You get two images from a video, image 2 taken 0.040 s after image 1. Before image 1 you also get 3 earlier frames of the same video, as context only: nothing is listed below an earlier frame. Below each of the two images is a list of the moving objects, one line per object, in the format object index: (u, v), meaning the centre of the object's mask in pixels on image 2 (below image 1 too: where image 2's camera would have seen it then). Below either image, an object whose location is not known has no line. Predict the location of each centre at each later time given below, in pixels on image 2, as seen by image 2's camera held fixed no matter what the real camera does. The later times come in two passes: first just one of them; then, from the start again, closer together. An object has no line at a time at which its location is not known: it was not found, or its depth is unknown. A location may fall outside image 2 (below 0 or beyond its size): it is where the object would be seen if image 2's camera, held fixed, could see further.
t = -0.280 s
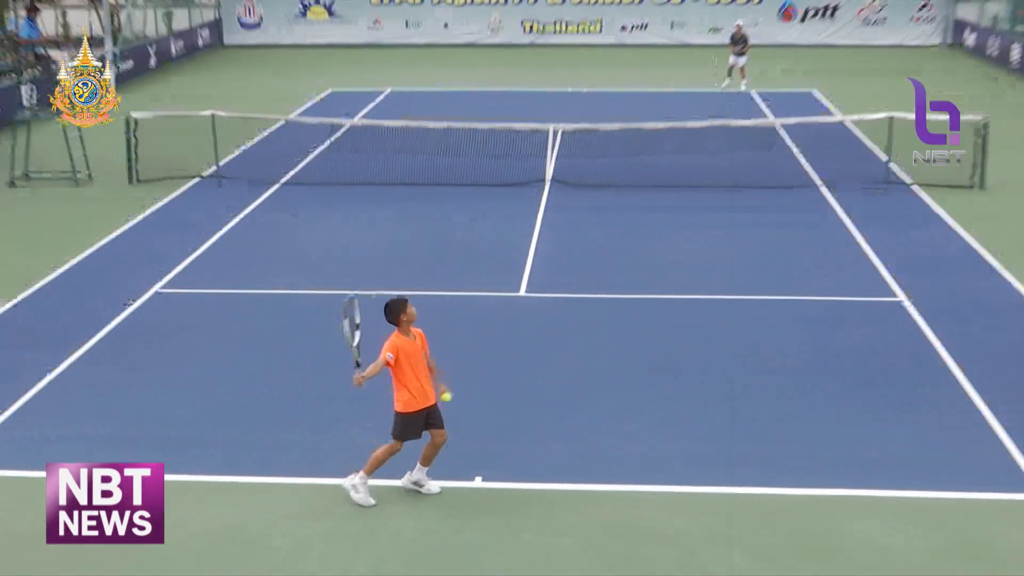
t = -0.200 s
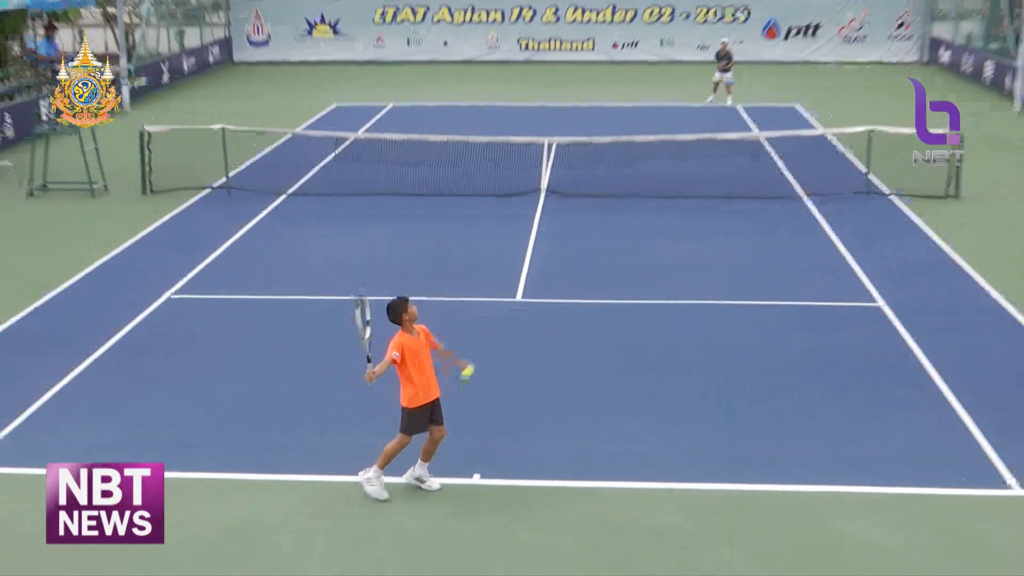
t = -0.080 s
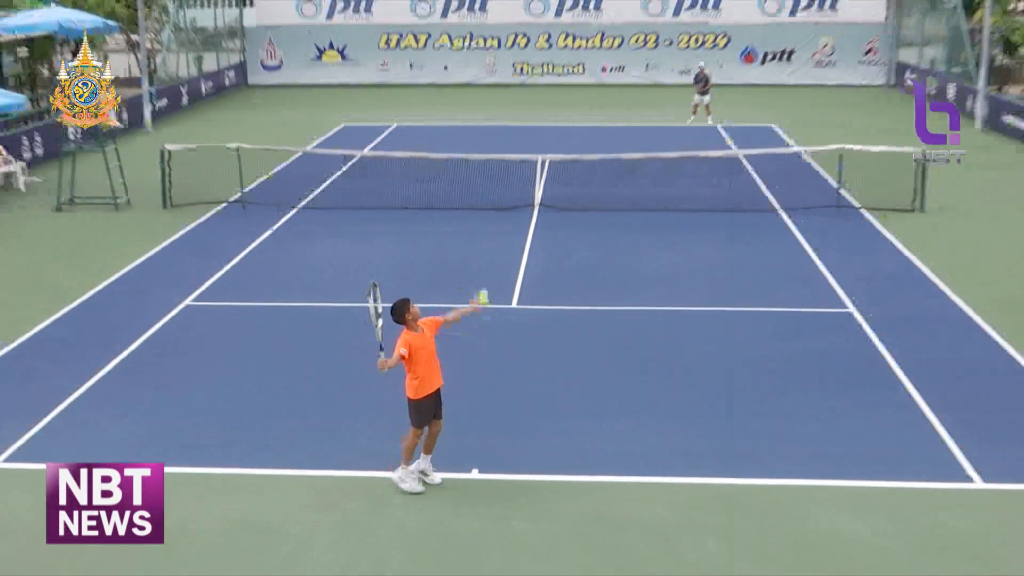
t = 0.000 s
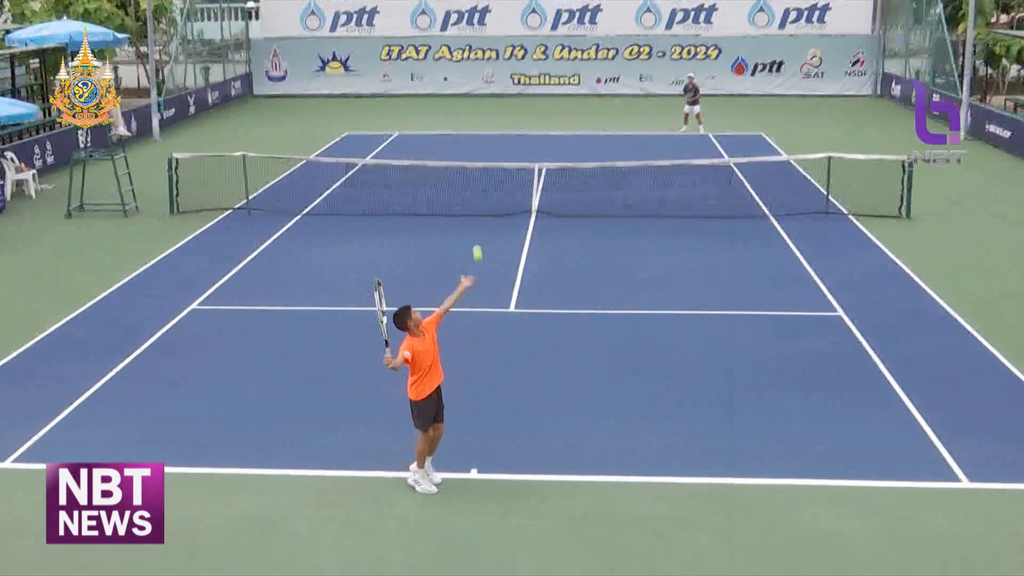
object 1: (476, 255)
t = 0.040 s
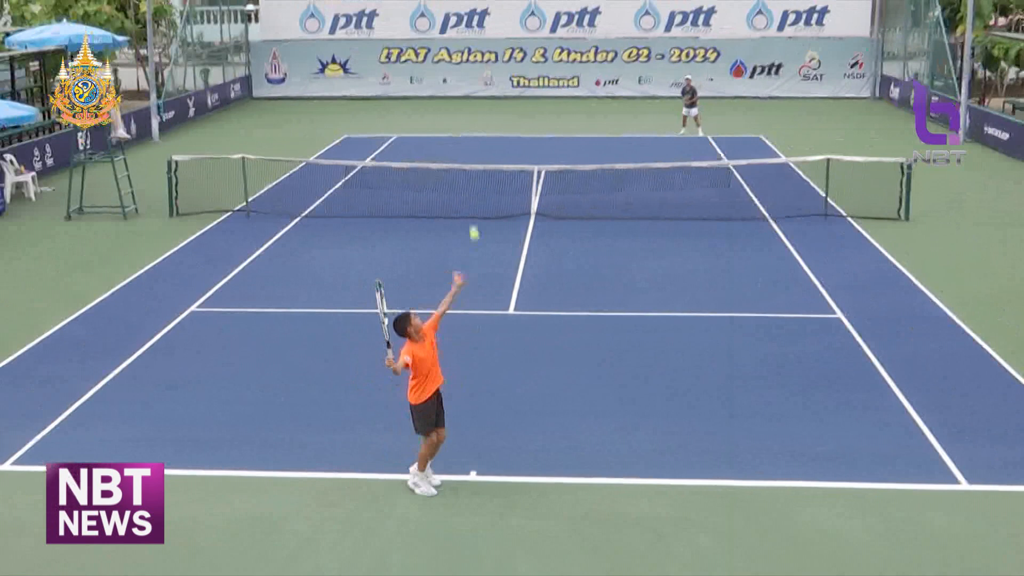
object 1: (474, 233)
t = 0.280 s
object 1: (460, 140)
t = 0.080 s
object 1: (471, 213)
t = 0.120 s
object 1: (469, 195)
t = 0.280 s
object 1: (460, 140)
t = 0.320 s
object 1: (458, 127)
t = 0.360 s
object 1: (457, 122)
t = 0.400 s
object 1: (454, 117)
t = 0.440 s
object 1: (453, 115)
